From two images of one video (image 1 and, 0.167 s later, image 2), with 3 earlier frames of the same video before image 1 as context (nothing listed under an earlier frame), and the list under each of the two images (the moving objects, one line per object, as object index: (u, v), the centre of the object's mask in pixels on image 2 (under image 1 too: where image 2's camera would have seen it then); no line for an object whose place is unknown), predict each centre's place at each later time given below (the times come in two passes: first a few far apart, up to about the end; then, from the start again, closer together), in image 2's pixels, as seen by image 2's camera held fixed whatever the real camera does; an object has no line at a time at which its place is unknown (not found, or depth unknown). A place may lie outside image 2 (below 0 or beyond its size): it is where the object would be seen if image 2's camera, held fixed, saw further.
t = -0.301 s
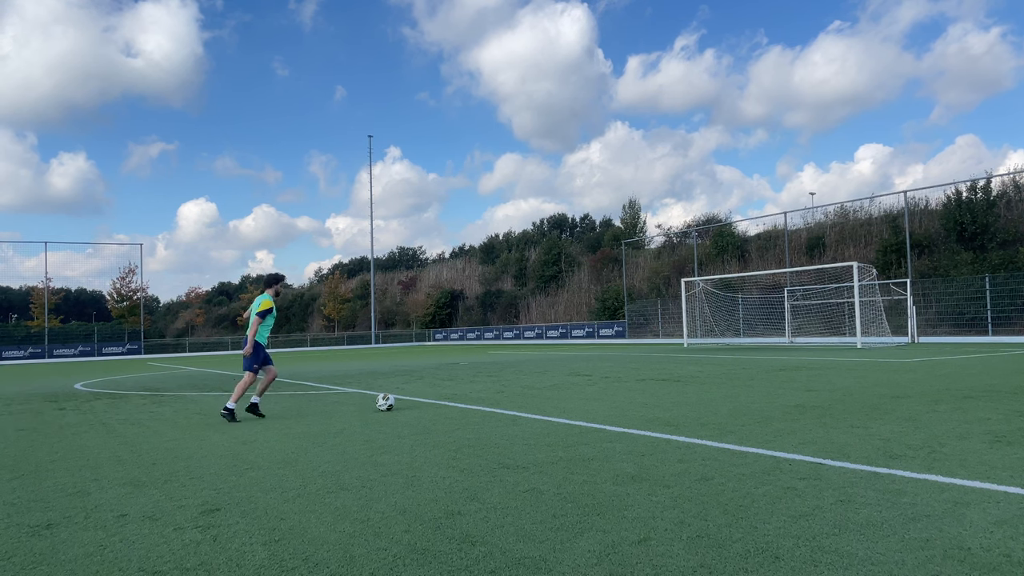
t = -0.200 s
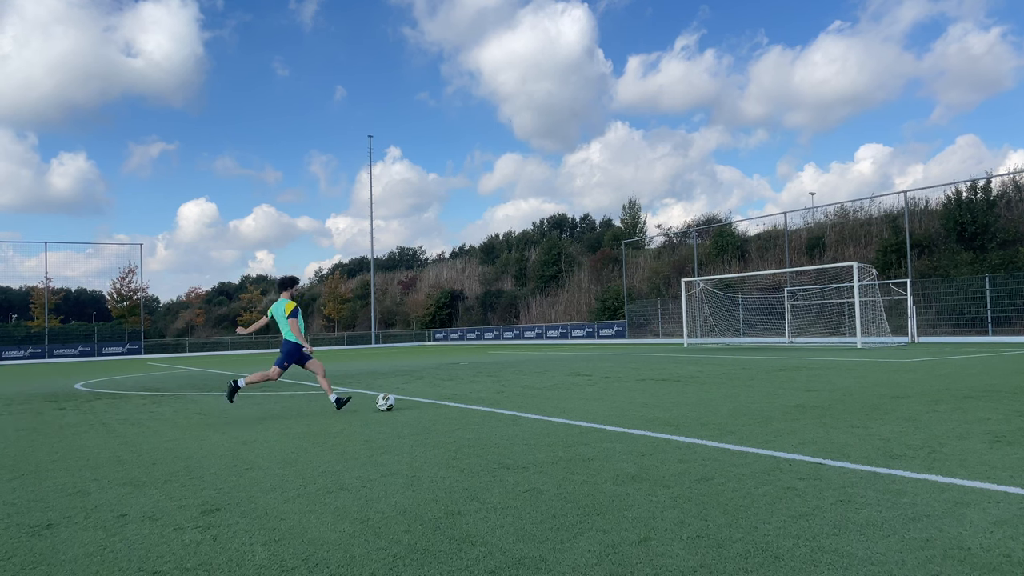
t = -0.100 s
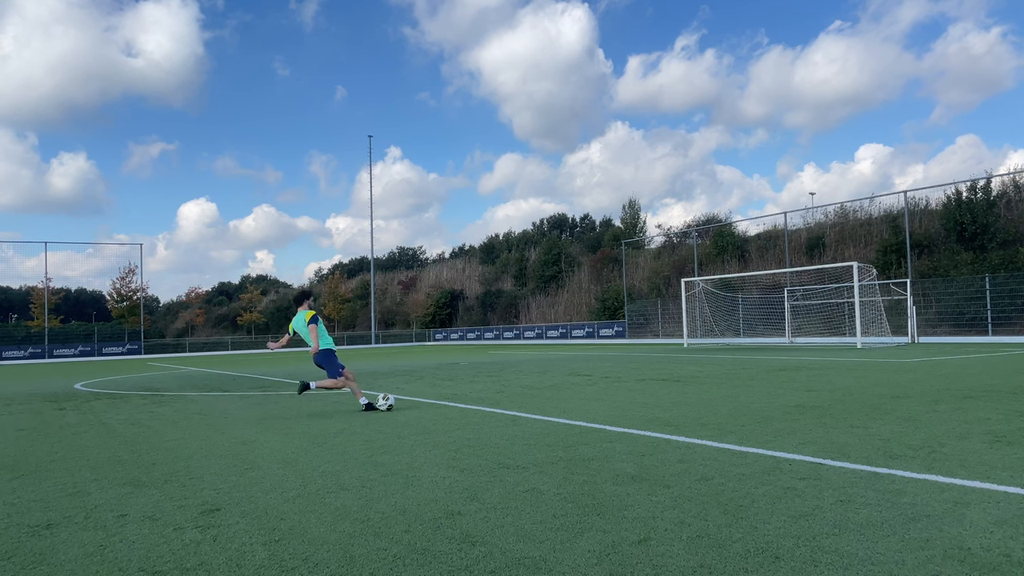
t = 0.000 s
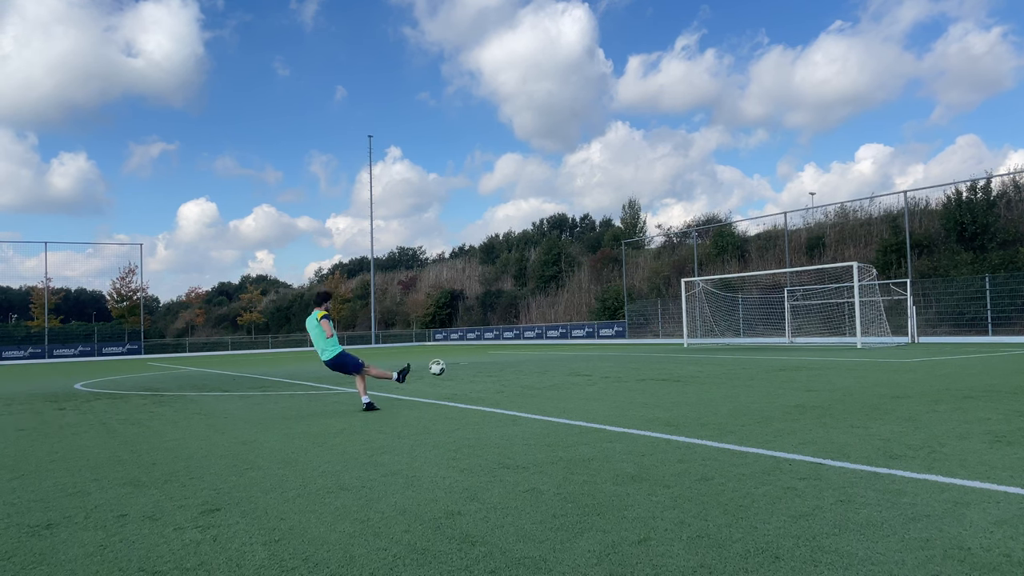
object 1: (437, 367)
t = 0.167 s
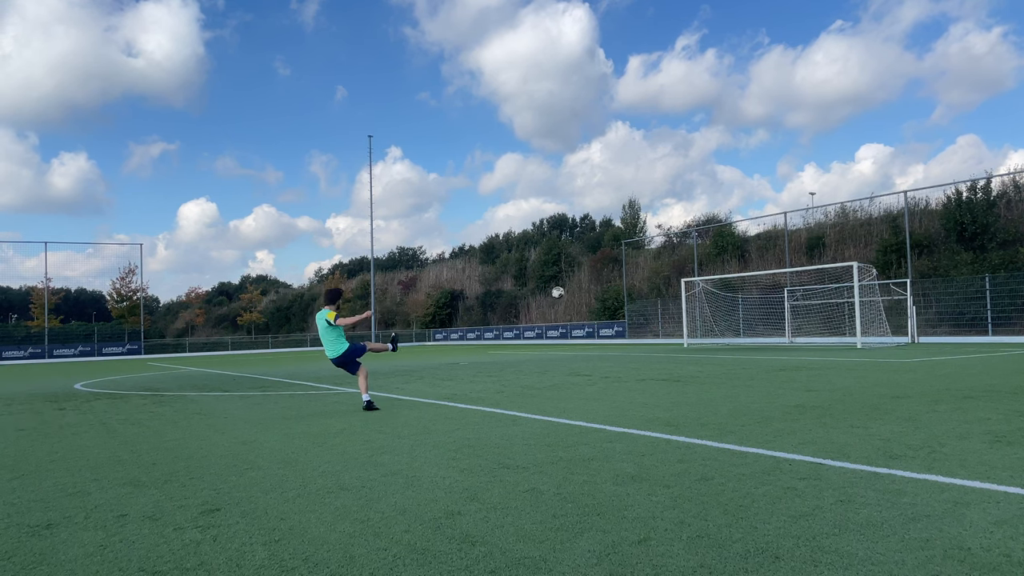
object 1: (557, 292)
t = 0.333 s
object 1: (621, 266)
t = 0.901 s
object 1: (695, 297)
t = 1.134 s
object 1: (703, 321)
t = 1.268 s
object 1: (709, 327)
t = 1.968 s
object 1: (737, 339)
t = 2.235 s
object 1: (746, 337)
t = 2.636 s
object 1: (757, 341)
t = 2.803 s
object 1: (761, 342)
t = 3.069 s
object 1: (765, 343)
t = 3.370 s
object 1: (770, 343)
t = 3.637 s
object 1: (775, 343)
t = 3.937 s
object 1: (777, 342)
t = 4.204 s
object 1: (778, 342)
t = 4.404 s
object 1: (778, 342)
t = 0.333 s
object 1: (621, 266)
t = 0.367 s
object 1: (629, 265)
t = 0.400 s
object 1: (638, 264)
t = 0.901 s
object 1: (695, 297)
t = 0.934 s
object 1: (696, 301)
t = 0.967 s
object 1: (698, 306)
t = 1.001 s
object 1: (699, 311)
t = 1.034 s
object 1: (701, 316)
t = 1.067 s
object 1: (701, 320)
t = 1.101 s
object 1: (701, 320)
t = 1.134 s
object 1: (703, 321)
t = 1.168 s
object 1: (704, 322)
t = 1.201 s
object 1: (705, 323)
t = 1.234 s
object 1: (707, 325)
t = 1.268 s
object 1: (709, 327)
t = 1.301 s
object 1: (710, 330)
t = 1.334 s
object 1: (712, 333)
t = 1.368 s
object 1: (714, 335)
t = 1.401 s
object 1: (716, 339)
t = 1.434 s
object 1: (717, 343)
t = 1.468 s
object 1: (719, 341)
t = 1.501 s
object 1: (720, 339)
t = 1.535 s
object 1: (721, 337)
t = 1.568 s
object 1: (722, 335)
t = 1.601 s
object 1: (723, 334)
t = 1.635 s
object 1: (724, 333)
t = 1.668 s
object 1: (725, 332)
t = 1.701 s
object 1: (726, 331)
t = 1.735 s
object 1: (728, 331)
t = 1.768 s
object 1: (729, 331)
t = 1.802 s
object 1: (730, 332)
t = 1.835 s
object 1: (731, 332)
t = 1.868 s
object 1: (732, 334)
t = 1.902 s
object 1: (734, 335)
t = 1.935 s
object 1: (735, 337)
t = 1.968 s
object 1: (737, 339)
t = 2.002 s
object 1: (738, 341)
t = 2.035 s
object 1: (739, 342)
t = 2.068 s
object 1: (741, 341)
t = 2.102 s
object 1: (741, 340)
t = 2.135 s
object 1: (743, 338)
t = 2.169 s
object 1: (744, 338)
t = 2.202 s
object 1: (745, 338)
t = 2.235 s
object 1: (746, 337)
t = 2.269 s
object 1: (747, 337)
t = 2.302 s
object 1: (748, 338)
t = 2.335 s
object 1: (749, 339)
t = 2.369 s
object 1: (750, 340)
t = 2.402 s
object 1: (750, 341)
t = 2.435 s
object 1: (751, 342)
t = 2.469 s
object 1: (752, 342)
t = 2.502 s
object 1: (753, 341)
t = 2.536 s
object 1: (754, 341)
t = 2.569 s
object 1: (755, 341)
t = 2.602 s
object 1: (756, 341)
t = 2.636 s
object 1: (757, 341)
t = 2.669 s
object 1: (757, 342)
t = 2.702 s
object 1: (758, 343)
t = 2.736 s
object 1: (759, 342)
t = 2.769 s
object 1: (760, 342)
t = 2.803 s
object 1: (761, 342)
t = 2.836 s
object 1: (761, 343)
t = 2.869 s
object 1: (762, 343)
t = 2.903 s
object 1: (763, 343)
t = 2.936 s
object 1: (763, 343)
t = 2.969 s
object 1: (764, 343)
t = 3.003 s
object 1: (764, 343)
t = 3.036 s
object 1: (765, 342)
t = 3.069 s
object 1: (765, 343)
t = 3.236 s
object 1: (769, 343)
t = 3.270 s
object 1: (769, 343)
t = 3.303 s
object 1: (770, 343)
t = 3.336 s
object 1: (771, 343)
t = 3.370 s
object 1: (770, 343)
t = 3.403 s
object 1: (771, 342)
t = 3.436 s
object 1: (772, 342)
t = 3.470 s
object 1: (772, 343)
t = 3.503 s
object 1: (773, 343)
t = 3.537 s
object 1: (774, 342)
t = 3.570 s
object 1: (774, 342)
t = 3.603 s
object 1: (775, 343)
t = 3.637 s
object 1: (775, 343)
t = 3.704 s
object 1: (776, 343)
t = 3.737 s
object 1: (776, 342)
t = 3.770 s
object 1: (777, 343)
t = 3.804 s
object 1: (777, 343)
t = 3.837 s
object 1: (777, 342)
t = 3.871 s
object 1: (777, 342)
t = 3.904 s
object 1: (777, 342)
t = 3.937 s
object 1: (777, 342)
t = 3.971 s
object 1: (777, 342)
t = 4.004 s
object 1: (777, 342)
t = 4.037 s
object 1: (778, 343)
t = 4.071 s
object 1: (778, 343)
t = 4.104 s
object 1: (777, 343)
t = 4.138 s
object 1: (777, 342)
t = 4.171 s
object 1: (778, 342)
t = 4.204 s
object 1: (778, 342)
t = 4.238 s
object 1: (778, 342)
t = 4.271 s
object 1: (778, 342)
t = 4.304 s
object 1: (778, 342)
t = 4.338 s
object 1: (778, 342)
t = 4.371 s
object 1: (779, 342)
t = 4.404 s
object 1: (778, 342)
